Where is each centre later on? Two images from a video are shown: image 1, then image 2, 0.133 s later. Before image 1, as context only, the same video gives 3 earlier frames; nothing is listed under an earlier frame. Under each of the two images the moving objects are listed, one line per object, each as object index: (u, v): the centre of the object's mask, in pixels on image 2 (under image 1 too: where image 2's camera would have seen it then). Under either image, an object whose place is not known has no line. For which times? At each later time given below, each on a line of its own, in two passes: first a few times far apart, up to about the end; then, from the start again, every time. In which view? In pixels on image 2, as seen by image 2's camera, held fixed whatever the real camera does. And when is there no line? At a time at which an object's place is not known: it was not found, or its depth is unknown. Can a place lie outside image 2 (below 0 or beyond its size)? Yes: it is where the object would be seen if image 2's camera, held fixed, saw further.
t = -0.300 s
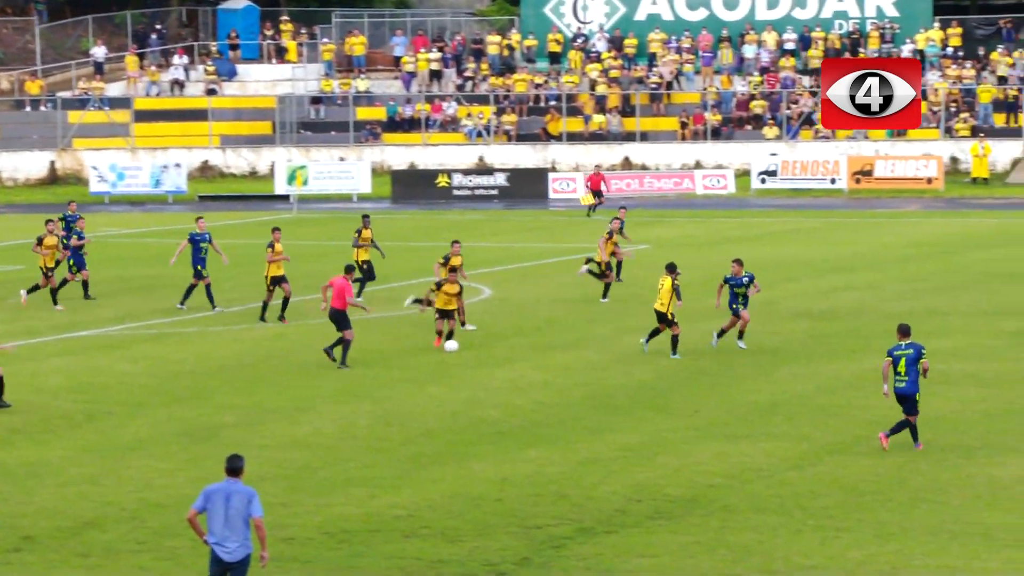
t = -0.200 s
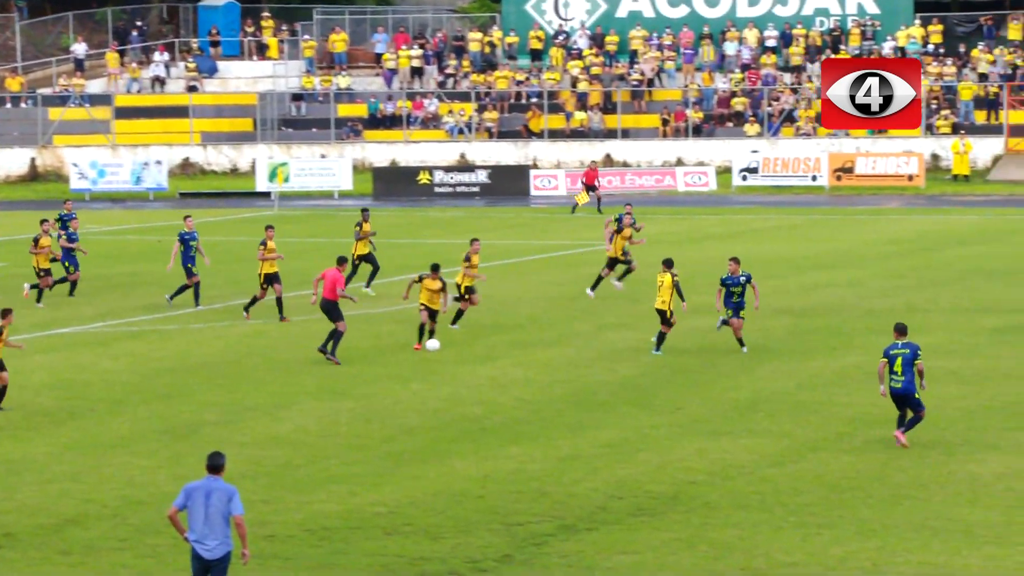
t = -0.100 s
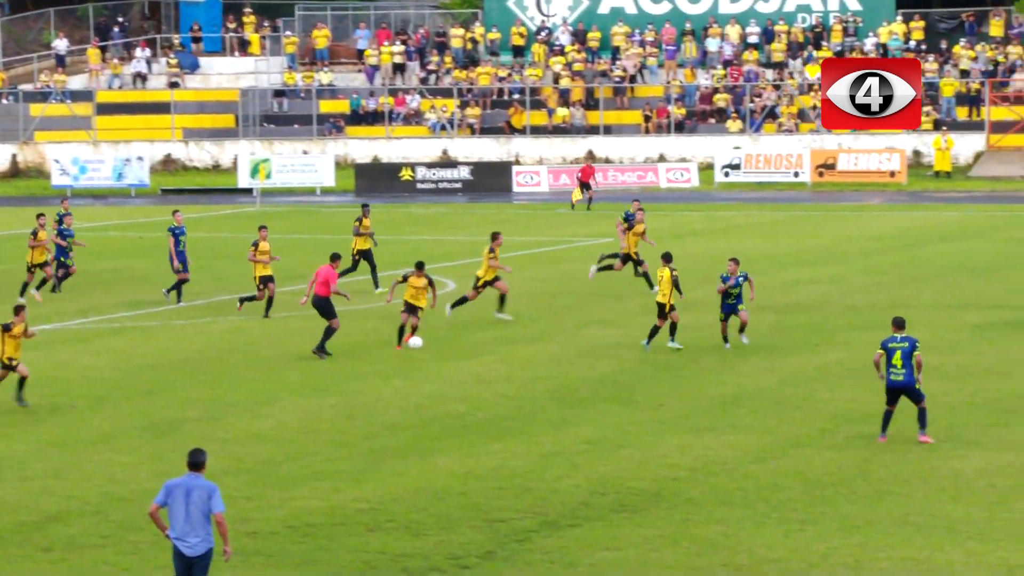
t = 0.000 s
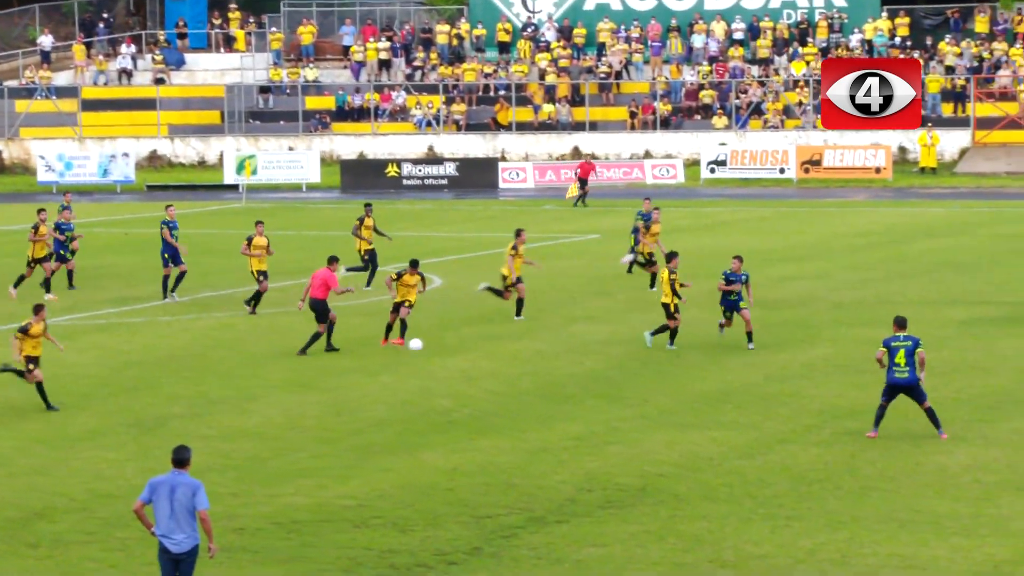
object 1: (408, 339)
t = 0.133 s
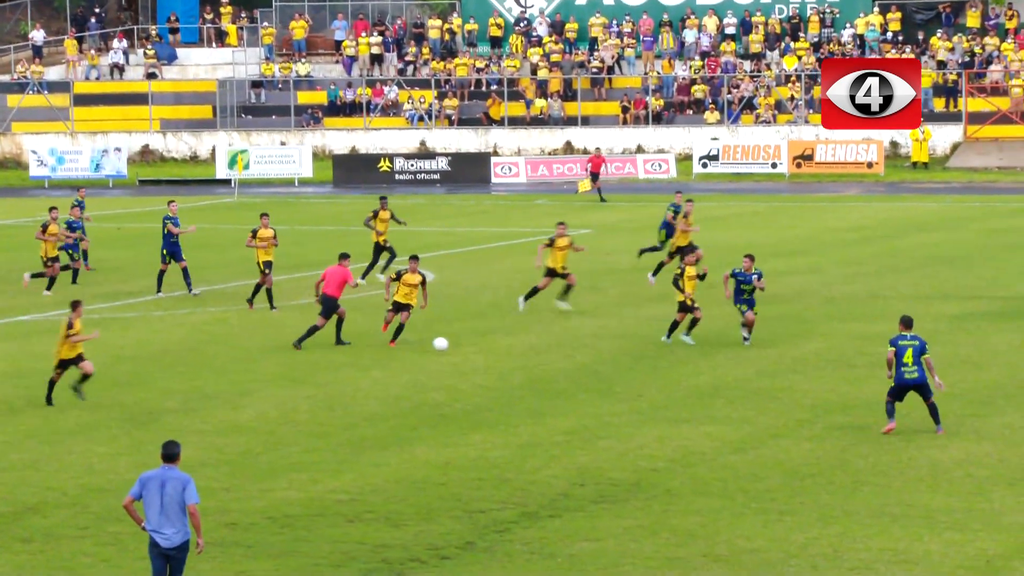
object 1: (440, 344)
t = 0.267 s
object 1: (476, 360)
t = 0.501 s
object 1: (531, 376)
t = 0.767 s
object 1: (584, 392)
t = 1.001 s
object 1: (628, 403)
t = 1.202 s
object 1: (663, 413)
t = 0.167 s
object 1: (449, 347)
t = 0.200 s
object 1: (458, 351)
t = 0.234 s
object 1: (467, 356)
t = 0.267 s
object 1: (476, 360)
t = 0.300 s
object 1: (485, 364)
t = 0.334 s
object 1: (493, 364)
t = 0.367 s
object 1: (500, 365)
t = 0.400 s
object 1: (508, 367)
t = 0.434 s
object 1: (515, 369)
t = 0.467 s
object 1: (523, 373)
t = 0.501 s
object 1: (531, 376)
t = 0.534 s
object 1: (538, 379)
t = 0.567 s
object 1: (545, 381)
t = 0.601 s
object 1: (552, 382)
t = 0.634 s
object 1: (558, 383)
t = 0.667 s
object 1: (565, 385)
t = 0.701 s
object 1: (571, 386)
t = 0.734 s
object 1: (578, 389)
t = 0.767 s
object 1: (584, 392)
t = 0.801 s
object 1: (591, 394)
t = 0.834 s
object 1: (597, 396)
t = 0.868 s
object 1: (603, 396)
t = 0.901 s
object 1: (610, 397)
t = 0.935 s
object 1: (616, 399)
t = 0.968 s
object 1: (622, 401)
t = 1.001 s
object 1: (628, 403)
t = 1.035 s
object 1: (634, 406)
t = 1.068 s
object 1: (640, 408)
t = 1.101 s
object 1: (646, 409)
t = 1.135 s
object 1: (652, 410)
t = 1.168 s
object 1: (658, 411)
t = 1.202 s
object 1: (663, 413)
